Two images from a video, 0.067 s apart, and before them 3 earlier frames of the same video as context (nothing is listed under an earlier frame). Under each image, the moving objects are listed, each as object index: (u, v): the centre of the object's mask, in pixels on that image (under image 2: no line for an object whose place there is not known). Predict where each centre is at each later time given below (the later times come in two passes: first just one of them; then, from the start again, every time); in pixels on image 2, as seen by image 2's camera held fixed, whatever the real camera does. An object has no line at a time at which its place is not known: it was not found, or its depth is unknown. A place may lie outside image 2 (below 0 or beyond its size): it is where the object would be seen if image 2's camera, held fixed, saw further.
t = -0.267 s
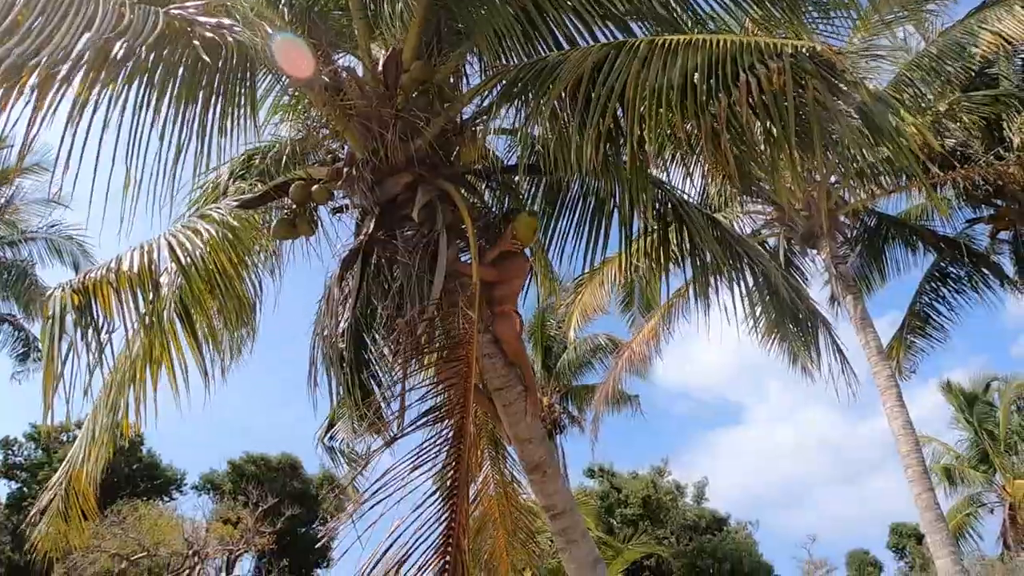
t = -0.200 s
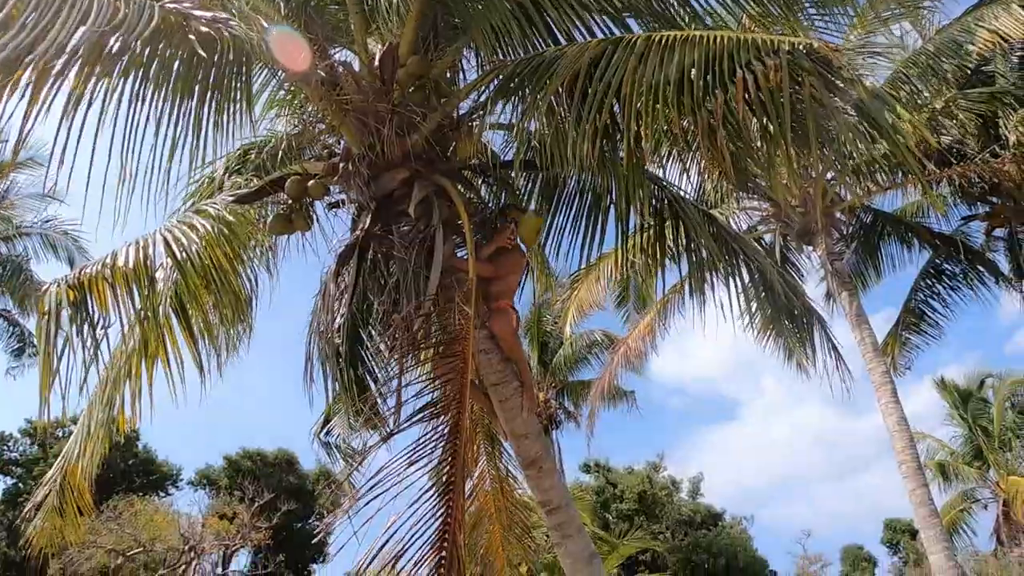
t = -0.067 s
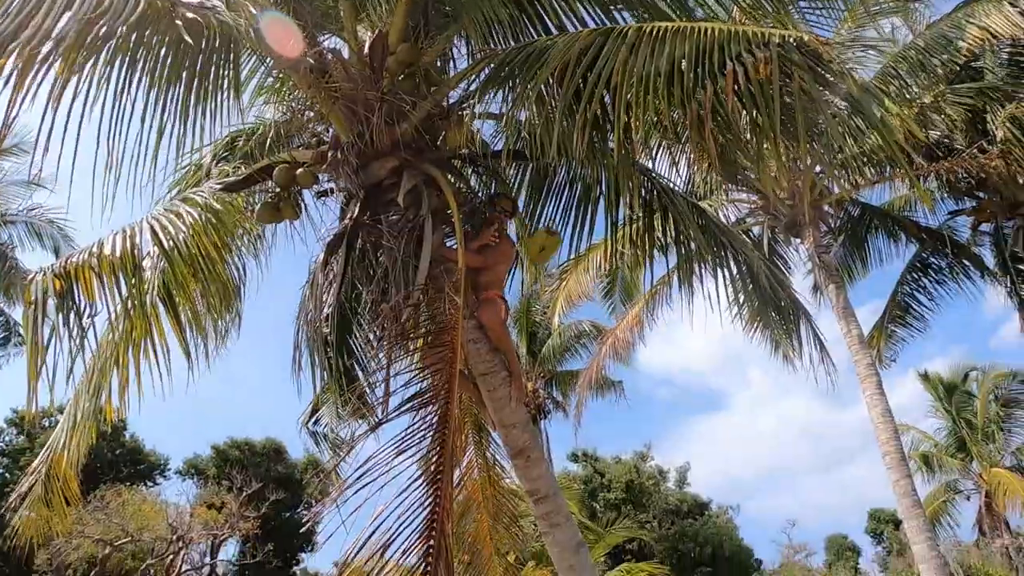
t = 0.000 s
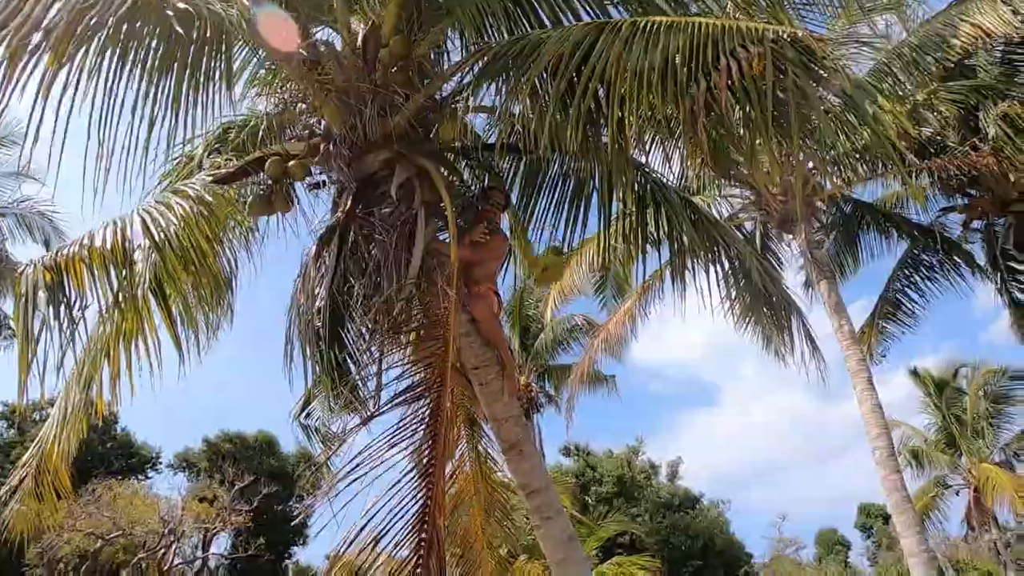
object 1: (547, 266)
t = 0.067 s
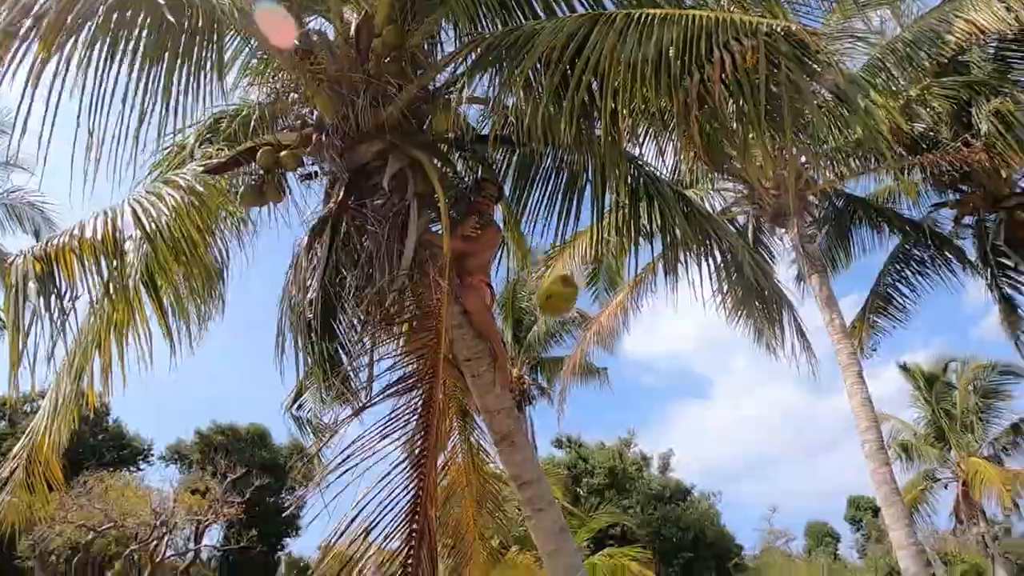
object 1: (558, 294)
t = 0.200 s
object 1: (601, 423)
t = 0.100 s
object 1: (566, 320)
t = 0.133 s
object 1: (577, 351)
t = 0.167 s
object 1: (588, 382)
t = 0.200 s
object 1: (601, 423)
